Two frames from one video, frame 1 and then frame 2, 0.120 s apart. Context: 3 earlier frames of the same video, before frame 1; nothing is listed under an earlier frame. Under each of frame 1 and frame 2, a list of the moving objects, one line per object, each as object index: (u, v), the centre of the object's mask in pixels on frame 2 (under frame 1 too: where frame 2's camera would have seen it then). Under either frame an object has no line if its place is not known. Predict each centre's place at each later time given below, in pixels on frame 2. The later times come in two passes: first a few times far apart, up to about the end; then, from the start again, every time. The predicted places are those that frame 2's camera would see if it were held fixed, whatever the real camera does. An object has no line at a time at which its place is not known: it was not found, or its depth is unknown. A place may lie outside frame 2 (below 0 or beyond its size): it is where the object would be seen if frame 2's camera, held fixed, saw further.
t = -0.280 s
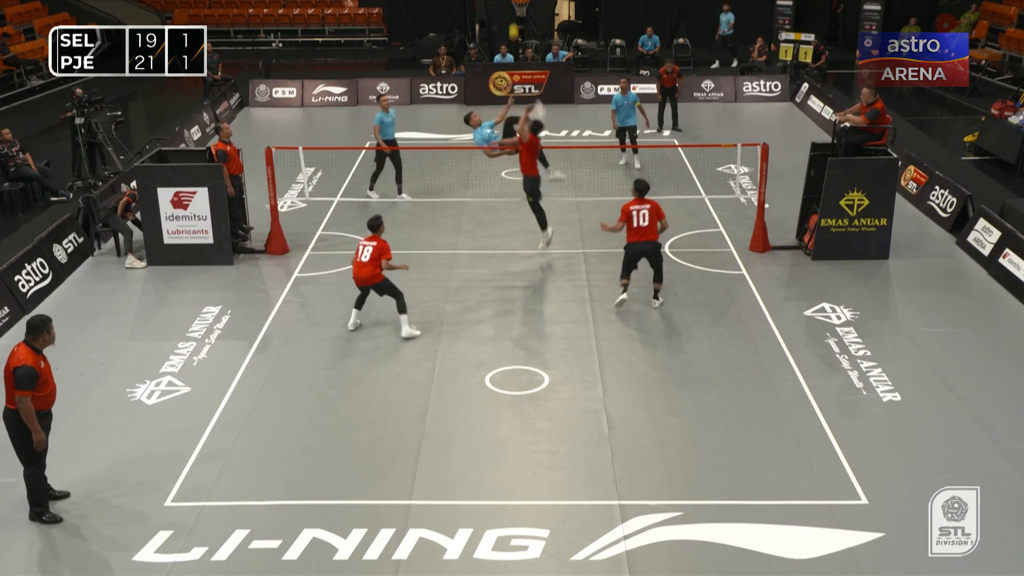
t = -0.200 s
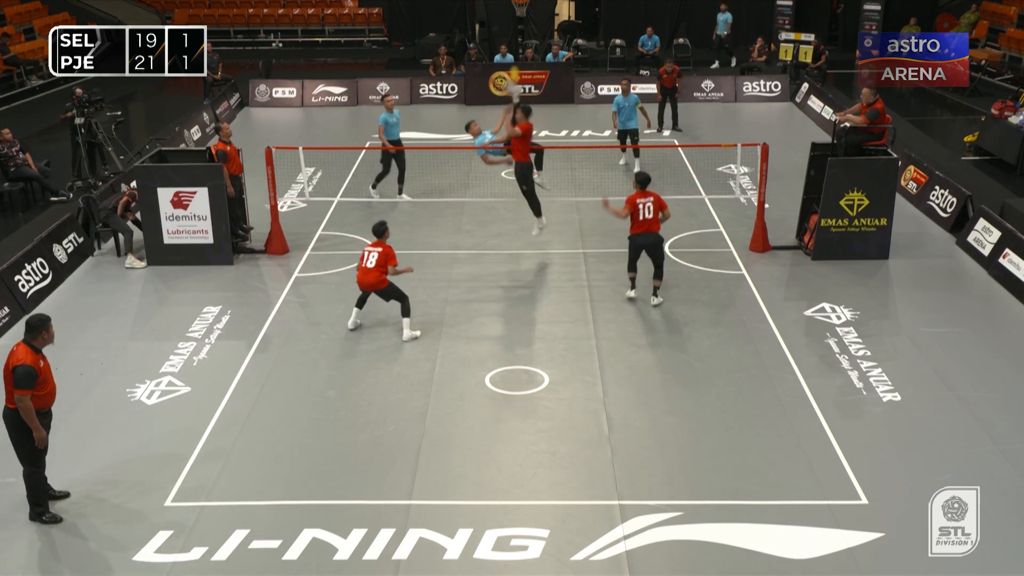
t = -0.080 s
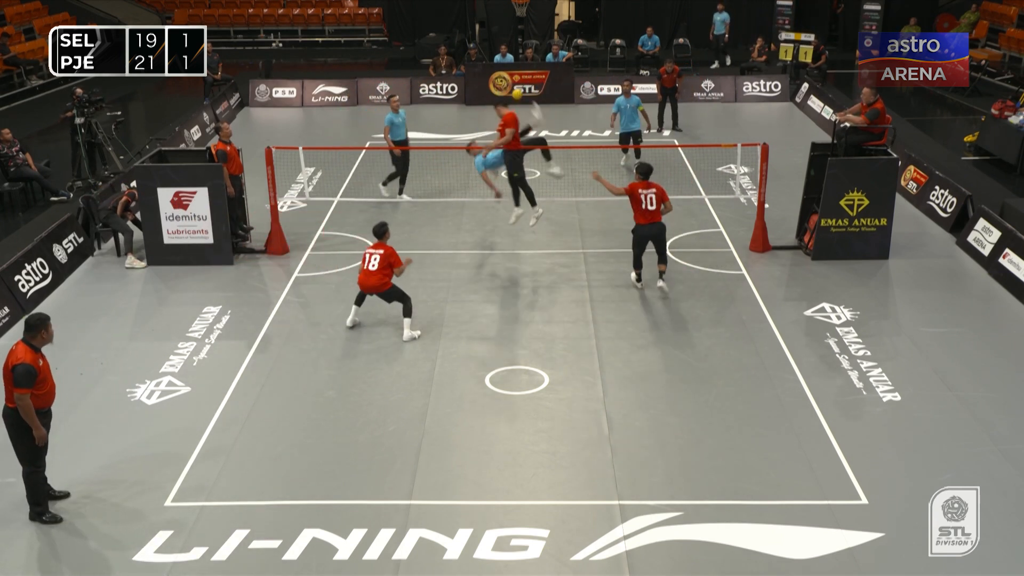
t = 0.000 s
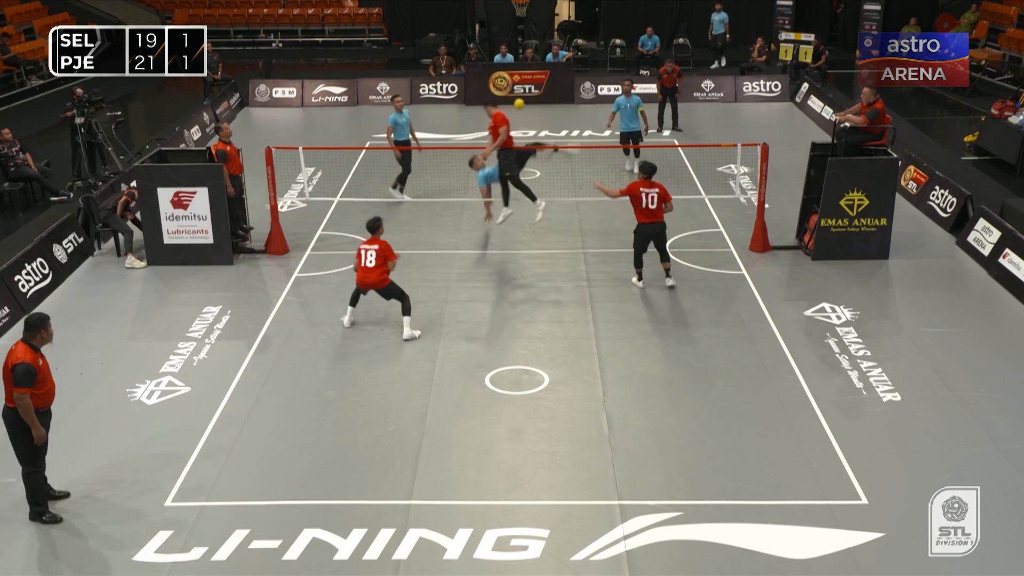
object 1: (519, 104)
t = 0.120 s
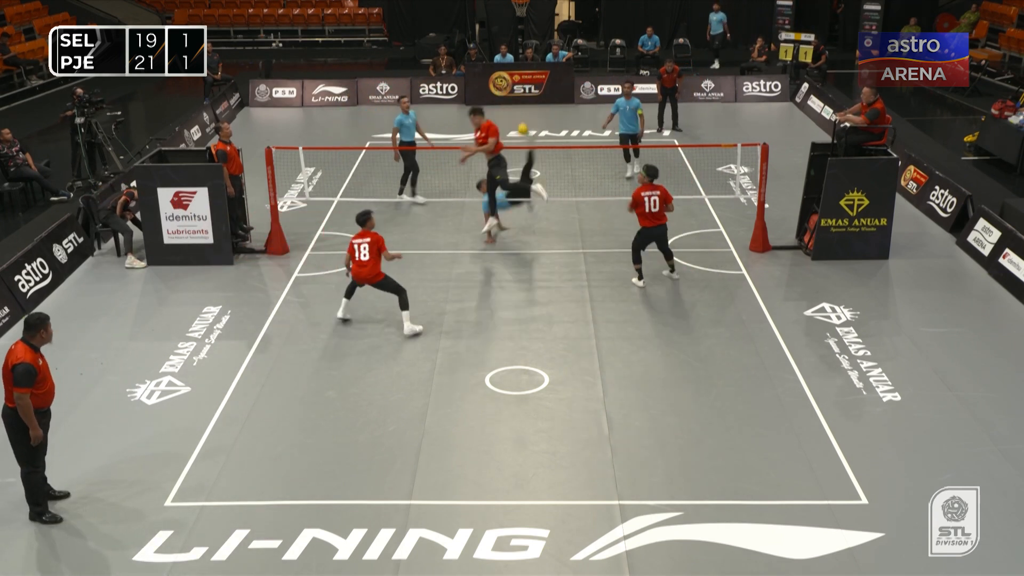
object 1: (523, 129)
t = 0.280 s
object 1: (527, 184)
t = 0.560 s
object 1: (539, 336)
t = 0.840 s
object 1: (533, 301)
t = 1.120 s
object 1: (526, 317)
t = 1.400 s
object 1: (518, 408)
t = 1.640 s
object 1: (514, 428)
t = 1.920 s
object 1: (512, 459)
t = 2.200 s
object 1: (508, 520)
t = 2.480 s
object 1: (499, 565)
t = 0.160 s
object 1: (524, 140)
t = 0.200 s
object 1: (525, 153)
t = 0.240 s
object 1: (526, 167)
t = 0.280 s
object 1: (527, 184)
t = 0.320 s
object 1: (529, 200)
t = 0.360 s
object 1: (530, 219)
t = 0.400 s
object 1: (532, 239)
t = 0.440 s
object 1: (533, 260)
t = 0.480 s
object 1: (535, 285)
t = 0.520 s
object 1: (537, 309)
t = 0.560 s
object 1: (539, 336)
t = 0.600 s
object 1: (538, 340)
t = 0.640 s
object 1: (538, 331)
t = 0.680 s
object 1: (537, 322)
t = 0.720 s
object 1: (536, 315)
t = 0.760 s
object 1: (535, 309)
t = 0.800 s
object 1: (534, 305)
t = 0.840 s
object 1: (533, 301)
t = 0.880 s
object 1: (532, 299)
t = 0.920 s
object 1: (531, 298)
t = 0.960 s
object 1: (530, 299)
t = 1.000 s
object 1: (529, 301)
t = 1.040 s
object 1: (527, 305)
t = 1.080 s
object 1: (527, 310)
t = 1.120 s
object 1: (526, 317)
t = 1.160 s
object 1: (524, 325)
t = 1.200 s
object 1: (523, 335)
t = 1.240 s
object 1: (522, 347)
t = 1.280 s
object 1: (521, 359)
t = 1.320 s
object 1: (520, 375)
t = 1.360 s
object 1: (519, 390)
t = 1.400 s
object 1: (518, 408)
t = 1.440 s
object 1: (517, 427)
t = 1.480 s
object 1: (516, 444)
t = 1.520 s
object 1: (516, 437)
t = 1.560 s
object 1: (515, 433)
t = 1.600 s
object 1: (515, 429)
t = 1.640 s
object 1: (514, 428)
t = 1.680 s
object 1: (514, 427)
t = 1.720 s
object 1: (514, 429)
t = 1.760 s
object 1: (513, 431)
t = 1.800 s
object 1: (513, 436)
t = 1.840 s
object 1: (513, 442)
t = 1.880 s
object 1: (512, 450)
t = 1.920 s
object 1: (512, 459)
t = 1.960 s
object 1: (512, 471)
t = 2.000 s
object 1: (511, 484)
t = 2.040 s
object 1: (511, 498)
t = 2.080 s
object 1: (510, 514)
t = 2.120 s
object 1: (510, 522)
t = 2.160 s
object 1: (508, 520)
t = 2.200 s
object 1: (508, 520)
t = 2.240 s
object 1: (506, 521)
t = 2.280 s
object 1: (505, 524)
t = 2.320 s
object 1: (504, 528)
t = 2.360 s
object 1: (503, 535)
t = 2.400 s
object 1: (502, 543)
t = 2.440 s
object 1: (500, 552)
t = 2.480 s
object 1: (499, 565)
